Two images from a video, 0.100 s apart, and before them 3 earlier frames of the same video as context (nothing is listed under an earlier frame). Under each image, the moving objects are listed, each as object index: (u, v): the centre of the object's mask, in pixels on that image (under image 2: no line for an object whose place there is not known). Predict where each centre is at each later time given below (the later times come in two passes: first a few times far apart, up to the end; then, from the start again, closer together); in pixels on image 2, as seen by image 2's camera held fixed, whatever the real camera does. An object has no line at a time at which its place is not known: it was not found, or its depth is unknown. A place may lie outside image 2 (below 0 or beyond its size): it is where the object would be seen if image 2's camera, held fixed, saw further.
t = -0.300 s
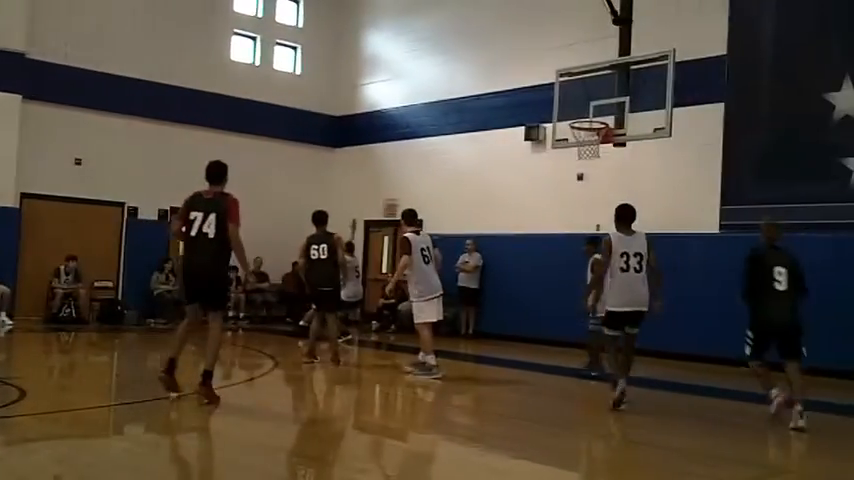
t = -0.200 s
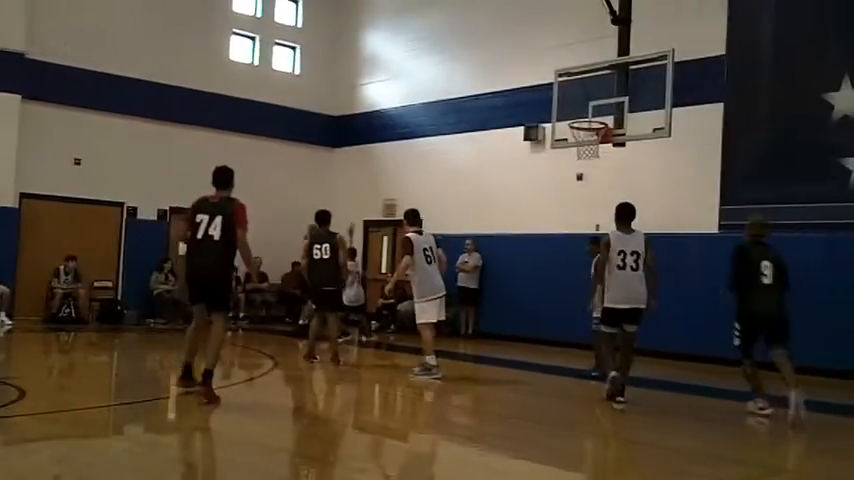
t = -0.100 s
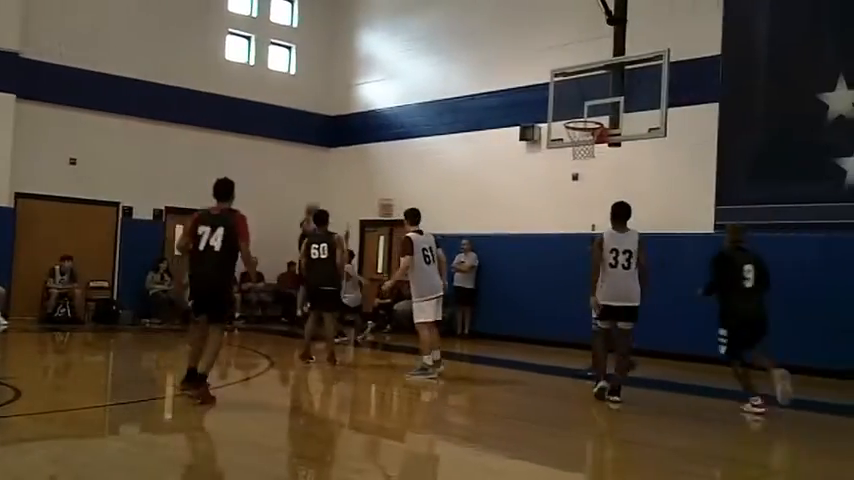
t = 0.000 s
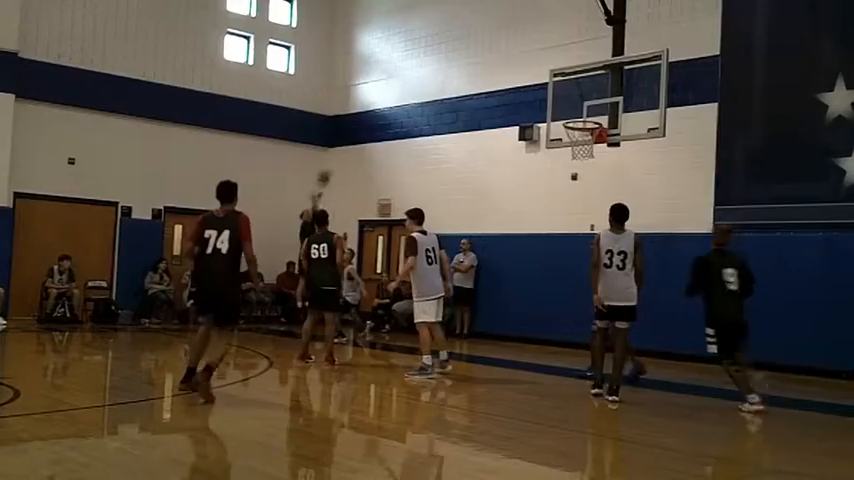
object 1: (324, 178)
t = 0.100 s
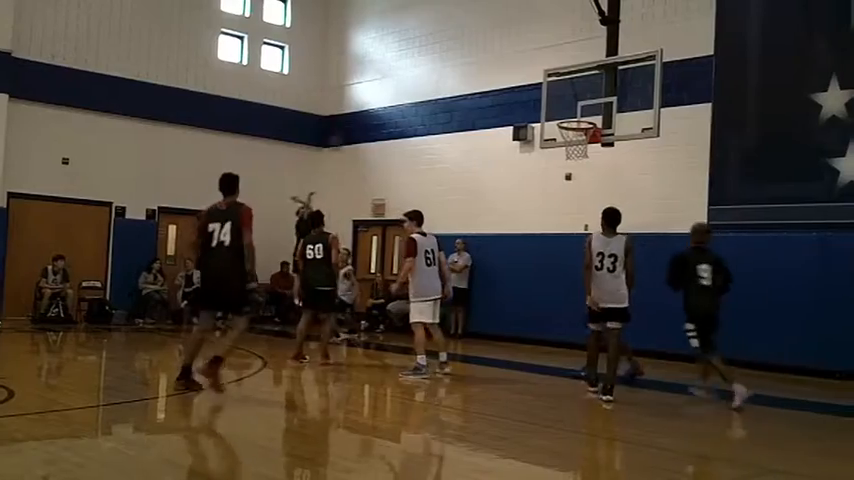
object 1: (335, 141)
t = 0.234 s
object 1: (359, 100)
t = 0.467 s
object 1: (402, 50)
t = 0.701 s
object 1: (452, 29)
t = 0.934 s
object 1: (513, 44)
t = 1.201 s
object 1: (577, 118)
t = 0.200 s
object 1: (353, 107)
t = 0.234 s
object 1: (359, 100)
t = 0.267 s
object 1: (365, 91)
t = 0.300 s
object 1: (370, 83)
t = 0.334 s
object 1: (376, 75)
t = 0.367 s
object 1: (382, 68)
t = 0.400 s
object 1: (389, 62)
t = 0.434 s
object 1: (396, 55)
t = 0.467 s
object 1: (402, 50)
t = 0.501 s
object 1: (409, 45)
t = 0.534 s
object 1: (416, 41)
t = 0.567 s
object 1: (422, 37)
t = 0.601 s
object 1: (430, 34)
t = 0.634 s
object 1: (437, 32)
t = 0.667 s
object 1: (444, 30)
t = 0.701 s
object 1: (452, 29)
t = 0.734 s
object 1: (459, 29)
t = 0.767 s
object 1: (468, 30)
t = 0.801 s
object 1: (476, 31)
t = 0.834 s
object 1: (485, 33)
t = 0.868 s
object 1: (493, 36)
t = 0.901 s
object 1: (503, 40)
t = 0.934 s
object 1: (513, 44)
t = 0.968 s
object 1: (522, 50)
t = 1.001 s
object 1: (530, 56)
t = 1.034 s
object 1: (538, 63)
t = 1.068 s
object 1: (545, 71)
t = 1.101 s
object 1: (550, 80)
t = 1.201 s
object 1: (577, 118)
